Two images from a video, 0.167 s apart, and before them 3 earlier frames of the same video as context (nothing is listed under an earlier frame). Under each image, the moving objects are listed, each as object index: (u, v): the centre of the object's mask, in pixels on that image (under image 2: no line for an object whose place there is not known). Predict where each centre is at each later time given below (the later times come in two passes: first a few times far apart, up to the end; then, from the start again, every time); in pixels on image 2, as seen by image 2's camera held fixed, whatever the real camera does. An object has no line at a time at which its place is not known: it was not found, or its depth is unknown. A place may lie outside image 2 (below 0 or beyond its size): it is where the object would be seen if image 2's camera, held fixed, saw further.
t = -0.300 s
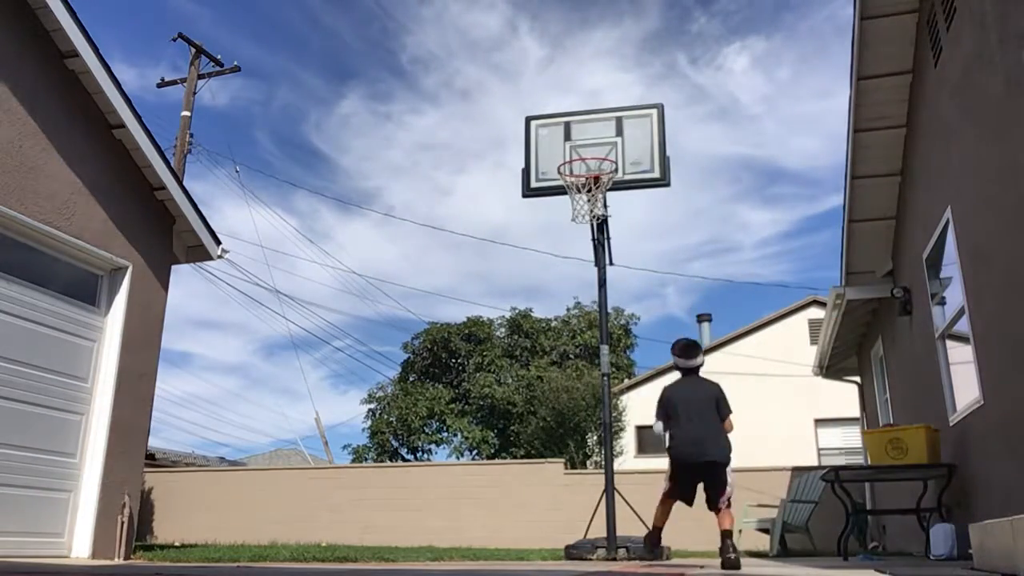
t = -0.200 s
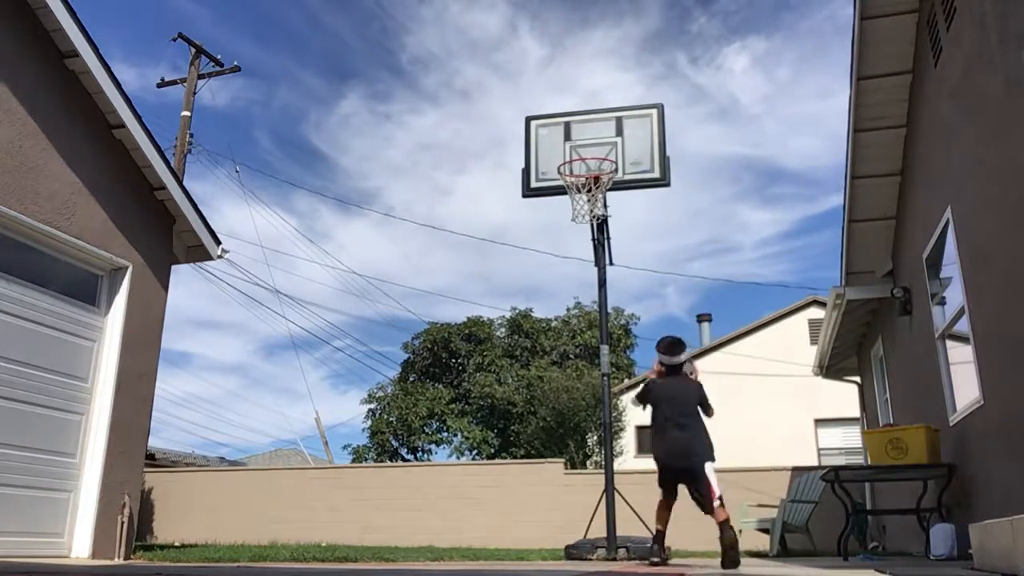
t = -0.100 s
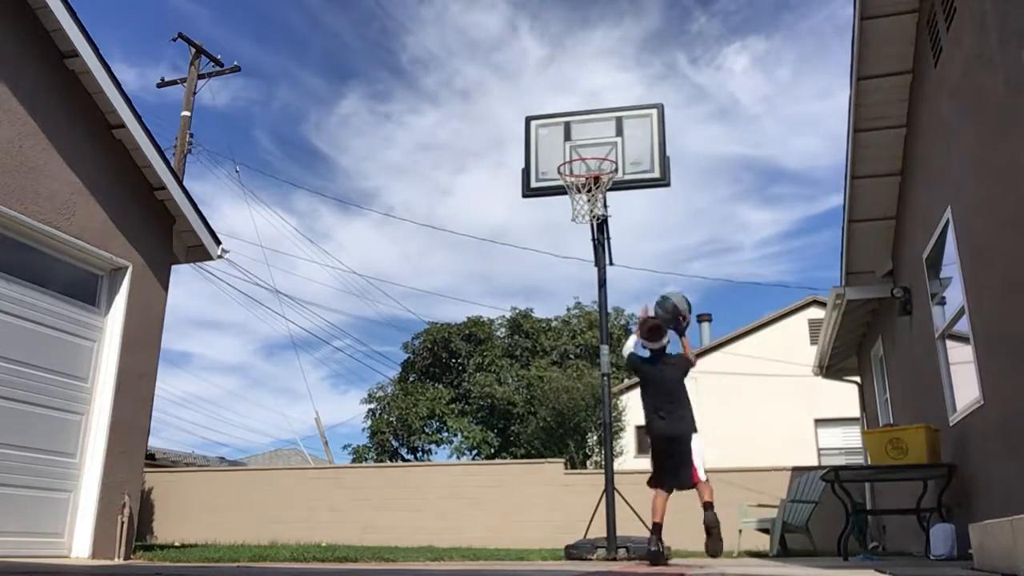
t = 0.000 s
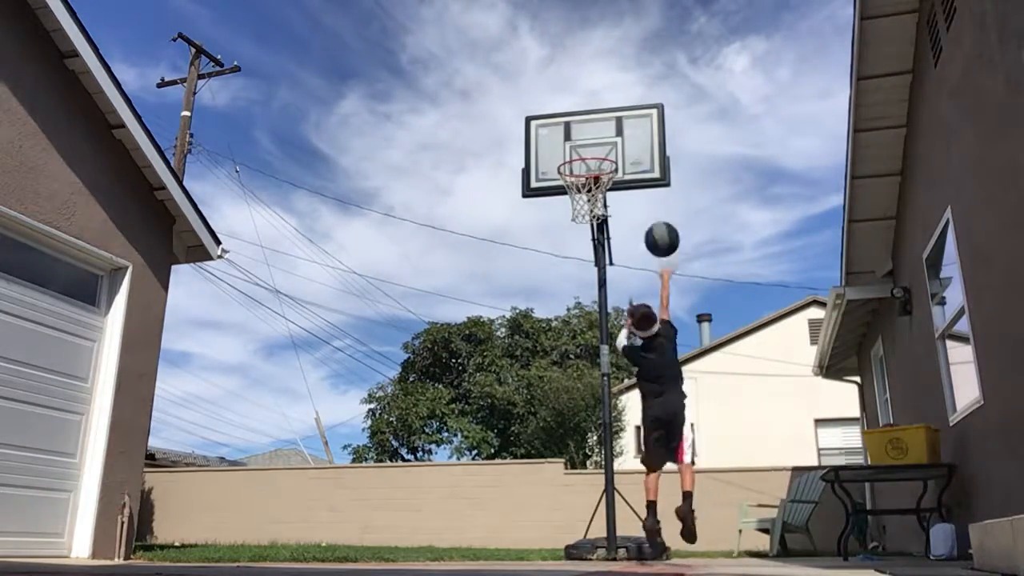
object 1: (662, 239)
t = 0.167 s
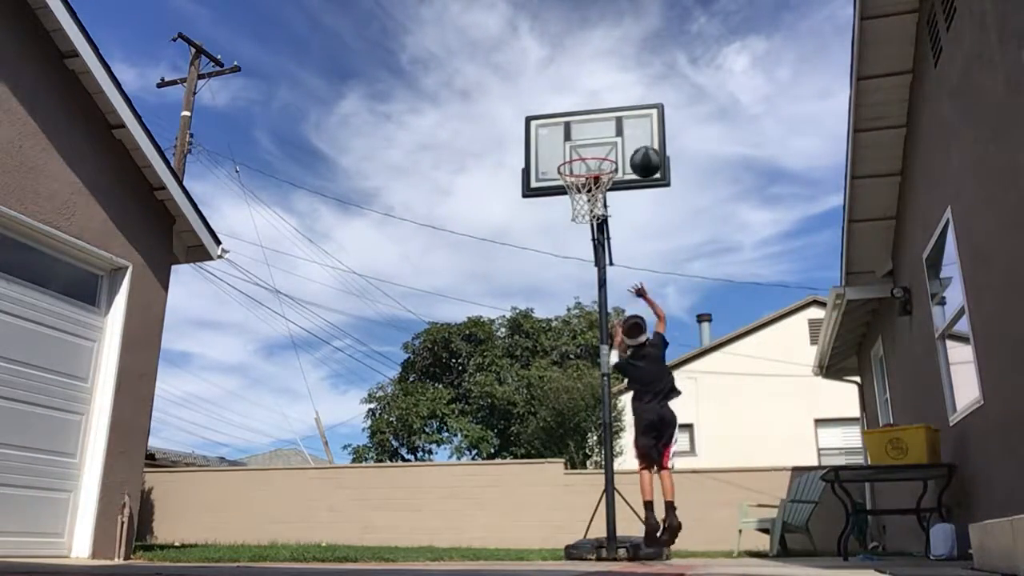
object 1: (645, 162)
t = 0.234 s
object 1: (640, 144)
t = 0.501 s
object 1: (625, 133)
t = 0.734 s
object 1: (611, 152)
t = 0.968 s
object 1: (579, 146)
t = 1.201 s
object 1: (547, 151)
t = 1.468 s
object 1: (511, 236)
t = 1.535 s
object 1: (501, 272)
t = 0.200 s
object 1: (643, 153)
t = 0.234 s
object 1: (640, 144)
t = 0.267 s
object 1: (638, 138)
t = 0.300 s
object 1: (636, 133)
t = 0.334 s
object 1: (633, 130)
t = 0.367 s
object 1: (631, 128)
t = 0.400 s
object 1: (630, 127)
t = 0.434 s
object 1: (628, 128)
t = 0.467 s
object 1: (626, 130)
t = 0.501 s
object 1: (625, 133)
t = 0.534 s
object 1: (623, 136)
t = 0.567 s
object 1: (621, 137)
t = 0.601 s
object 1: (619, 138)
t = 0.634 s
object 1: (617, 140)
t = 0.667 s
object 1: (615, 143)
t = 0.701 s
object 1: (613, 147)
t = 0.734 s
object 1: (611, 152)
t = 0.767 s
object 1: (607, 149)
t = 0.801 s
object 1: (602, 147)
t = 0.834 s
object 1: (597, 145)
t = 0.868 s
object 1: (592, 146)
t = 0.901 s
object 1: (587, 147)
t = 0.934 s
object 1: (583, 146)
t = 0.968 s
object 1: (579, 146)
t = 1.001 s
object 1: (574, 143)
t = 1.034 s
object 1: (569, 141)
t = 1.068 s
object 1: (565, 140)
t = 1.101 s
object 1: (561, 141)
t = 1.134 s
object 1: (556, 143)
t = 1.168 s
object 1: (551, 146)
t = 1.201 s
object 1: (547, 151)
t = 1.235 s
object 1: (542, 157)
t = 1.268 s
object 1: (538, 165)
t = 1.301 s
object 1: (534, 173)
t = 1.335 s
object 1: (529, 180)
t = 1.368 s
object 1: (524, 194)
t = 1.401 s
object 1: (520, 206)
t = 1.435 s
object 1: (515, 220)
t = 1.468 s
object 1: (511, 236)
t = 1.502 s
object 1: (506, 253)
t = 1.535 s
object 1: (501, 272)
